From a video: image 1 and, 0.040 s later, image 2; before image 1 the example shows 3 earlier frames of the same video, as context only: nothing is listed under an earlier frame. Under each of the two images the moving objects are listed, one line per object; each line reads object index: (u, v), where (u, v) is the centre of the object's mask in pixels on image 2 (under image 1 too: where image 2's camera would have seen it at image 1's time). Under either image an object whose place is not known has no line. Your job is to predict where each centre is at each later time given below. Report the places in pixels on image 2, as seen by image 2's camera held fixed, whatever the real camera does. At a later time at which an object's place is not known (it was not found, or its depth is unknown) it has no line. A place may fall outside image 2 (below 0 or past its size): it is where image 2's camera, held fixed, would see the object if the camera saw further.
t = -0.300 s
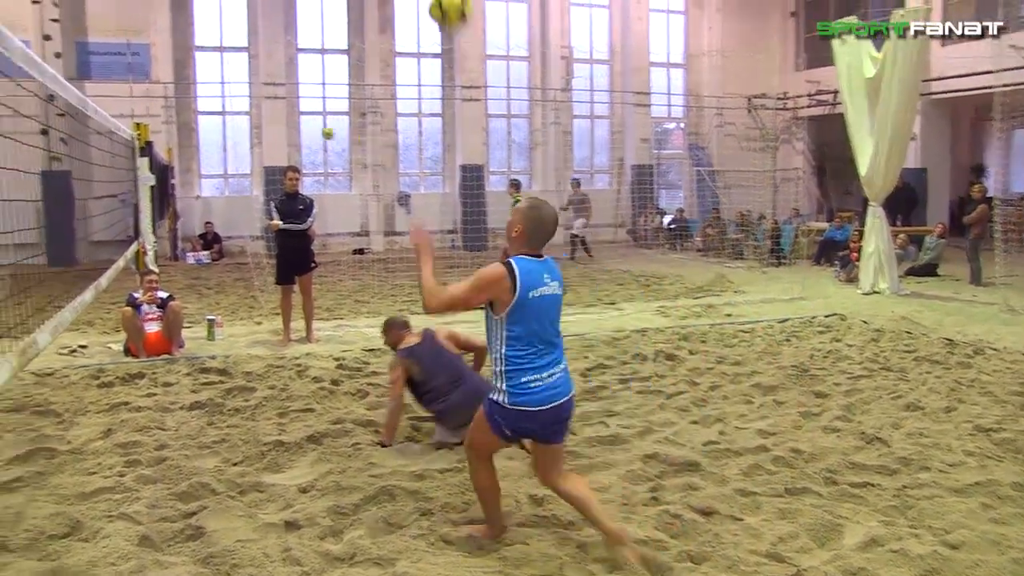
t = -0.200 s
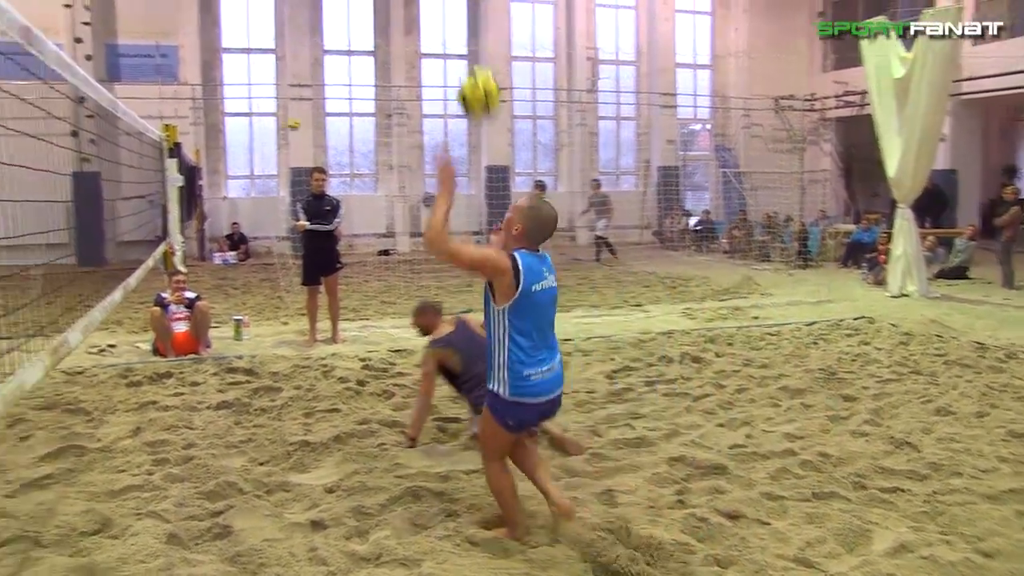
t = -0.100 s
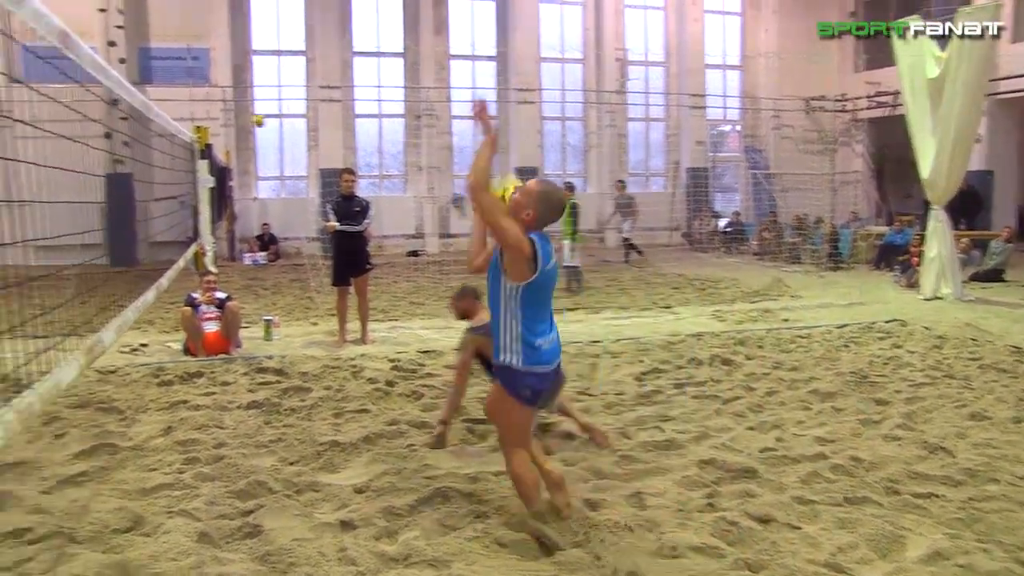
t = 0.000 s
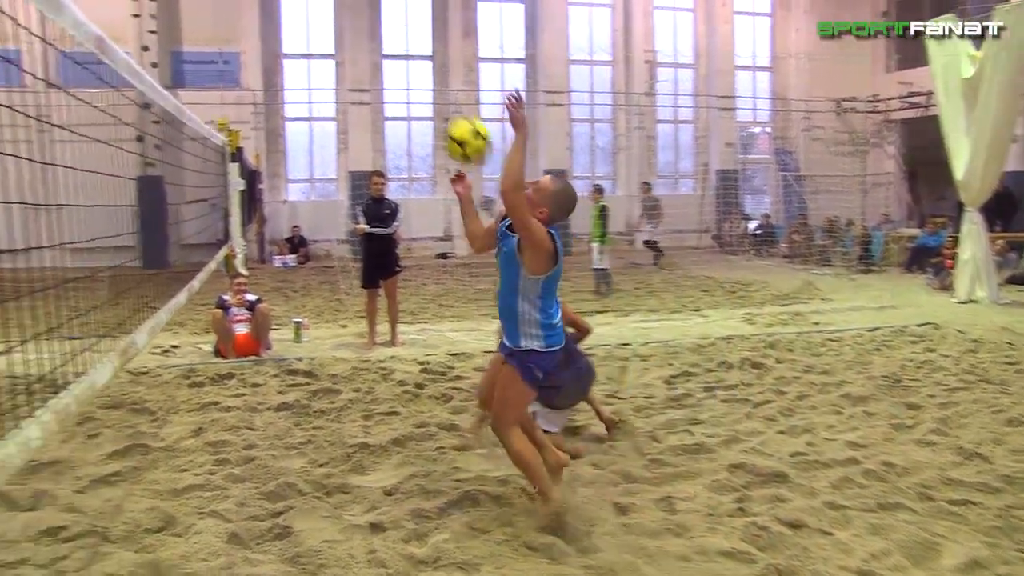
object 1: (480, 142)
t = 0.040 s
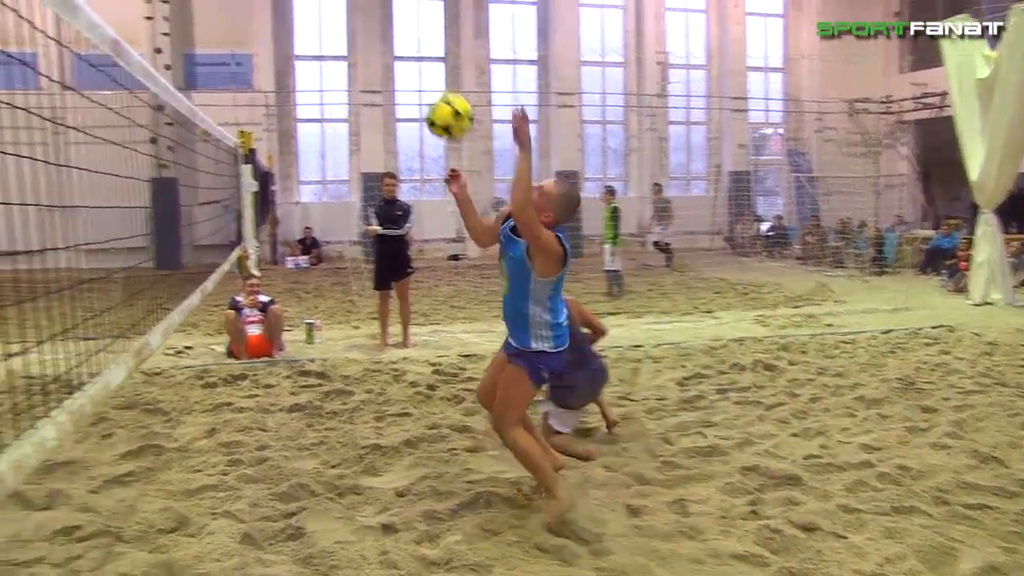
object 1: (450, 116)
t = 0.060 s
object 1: (433, 104)
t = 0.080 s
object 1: (417, 93)
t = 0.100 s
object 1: (400, 81)
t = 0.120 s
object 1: (383, 72)
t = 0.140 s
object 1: (368, 62)
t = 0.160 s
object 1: (354, 55)
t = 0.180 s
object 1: (337, 48)
